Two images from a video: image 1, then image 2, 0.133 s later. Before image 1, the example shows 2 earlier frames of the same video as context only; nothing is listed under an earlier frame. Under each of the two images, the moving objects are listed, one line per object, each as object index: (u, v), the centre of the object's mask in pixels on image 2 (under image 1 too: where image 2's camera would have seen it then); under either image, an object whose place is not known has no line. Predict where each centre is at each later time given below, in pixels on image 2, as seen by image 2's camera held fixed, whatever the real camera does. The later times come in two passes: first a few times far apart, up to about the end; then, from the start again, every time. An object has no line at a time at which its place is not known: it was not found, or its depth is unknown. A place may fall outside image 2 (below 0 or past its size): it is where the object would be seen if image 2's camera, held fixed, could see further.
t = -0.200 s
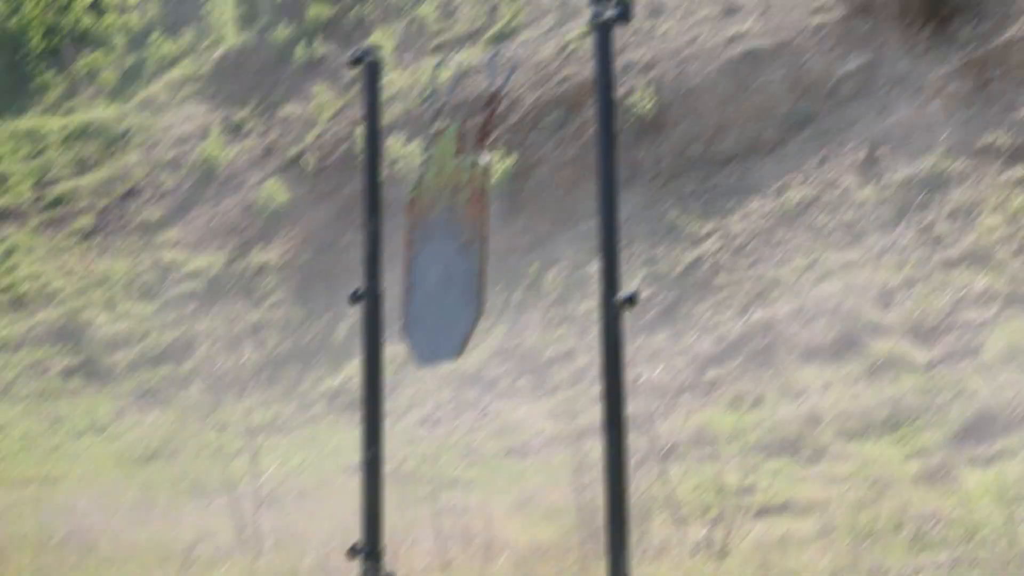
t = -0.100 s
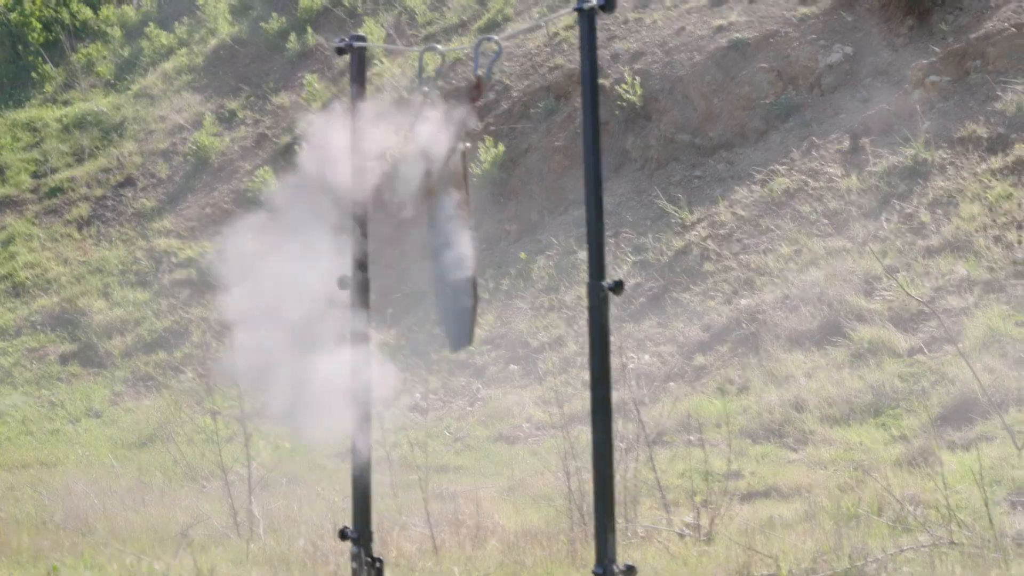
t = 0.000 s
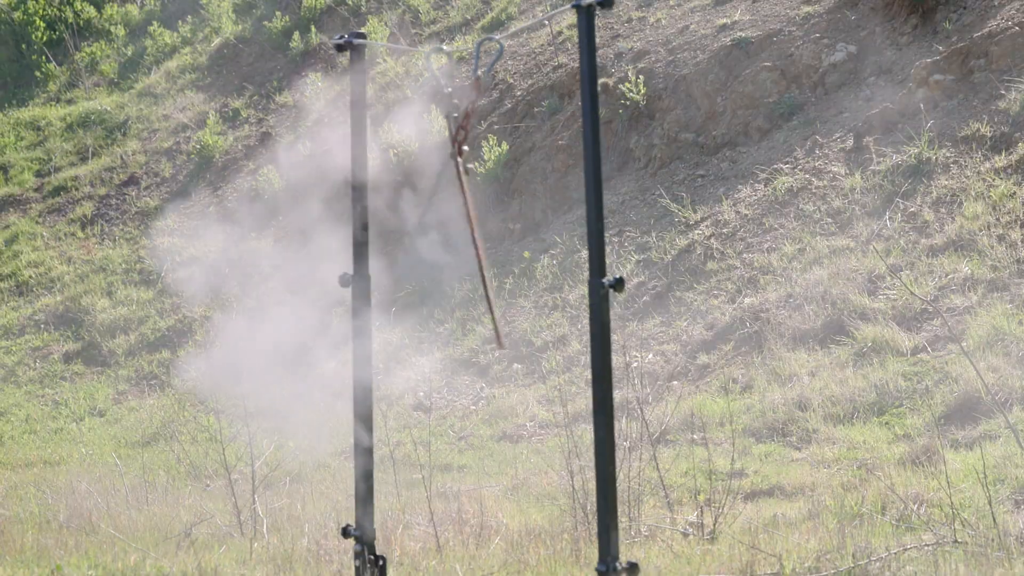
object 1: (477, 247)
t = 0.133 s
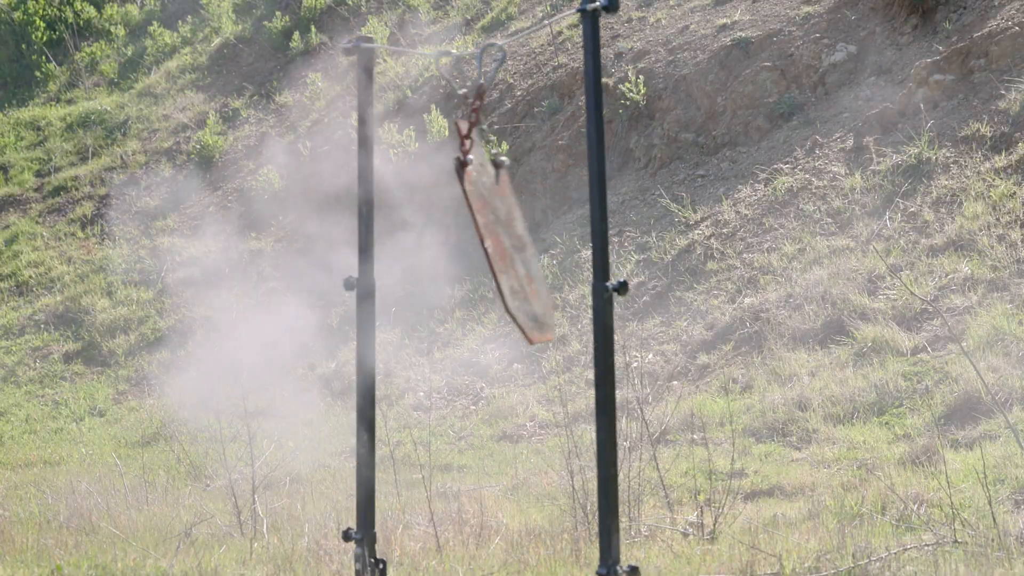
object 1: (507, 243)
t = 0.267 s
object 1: (529, 237)
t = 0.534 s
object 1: (576, 246)
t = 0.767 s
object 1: (585, 217)
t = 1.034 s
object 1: (588, 228)
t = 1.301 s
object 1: (562, 226)
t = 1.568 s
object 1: (542, 237)
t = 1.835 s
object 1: (502, 246)
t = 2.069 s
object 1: (467, 245)
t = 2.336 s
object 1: (427, 236)
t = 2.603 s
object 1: (404, 226)
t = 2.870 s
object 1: (392, 217)
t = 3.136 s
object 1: (392, 240)
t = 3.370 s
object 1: (401, 237)
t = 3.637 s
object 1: (410, 239)
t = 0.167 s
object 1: (510, 241)
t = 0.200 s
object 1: (518, 240)
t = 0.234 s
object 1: (526, 239)
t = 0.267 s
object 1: (529, 237)
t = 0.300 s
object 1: (537, 237)
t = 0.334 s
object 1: (545, 237)
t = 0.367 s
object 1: (549, 240)
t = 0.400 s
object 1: (555, 240)
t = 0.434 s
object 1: (561, 241)
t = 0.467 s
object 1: (564, 239)
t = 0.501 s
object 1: (571, 243)
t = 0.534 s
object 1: (576, 246)
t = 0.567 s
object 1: (579, 246)
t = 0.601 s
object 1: (584, 245)
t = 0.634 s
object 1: (587, 245)
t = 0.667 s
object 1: (588, 241)
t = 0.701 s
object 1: (584, 219)
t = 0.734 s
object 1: (585, 219)
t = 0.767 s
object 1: (585, 217)
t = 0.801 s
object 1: (584, 214)
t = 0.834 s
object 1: (582, 212)
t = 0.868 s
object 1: (582, 212)
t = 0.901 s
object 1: (580, 212)
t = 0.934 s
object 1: (578, 213)
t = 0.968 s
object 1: (577, 214)
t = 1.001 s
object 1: (589, 226)
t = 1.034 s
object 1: (588, 228)
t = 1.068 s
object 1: (589, 229)
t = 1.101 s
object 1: (586, 229)
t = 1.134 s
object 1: (585, 231)
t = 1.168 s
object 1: (583, 231)
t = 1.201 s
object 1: (566, 226)
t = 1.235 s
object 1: (565, 226)
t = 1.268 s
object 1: (564, 226)
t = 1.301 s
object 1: (562, 226)
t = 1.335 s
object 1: (559, 227)
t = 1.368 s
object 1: (558, 227)
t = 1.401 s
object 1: (555, 228)
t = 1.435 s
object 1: (553, 229)
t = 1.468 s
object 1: (551, 230)
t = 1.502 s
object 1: (548, 232)
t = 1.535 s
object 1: (544, 235)
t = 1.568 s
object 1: (542, 237)
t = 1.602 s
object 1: (538, 239)
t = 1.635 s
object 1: (532, 242)
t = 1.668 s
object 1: (530, 242)
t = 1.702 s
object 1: (524, 244)
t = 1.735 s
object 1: (519, 245)
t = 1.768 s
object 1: (515, 245)
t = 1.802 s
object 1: (509, 246)
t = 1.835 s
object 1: (502, 246)
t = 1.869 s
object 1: (499, 246)
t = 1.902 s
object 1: (493, 247)
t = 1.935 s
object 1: (486, 247)
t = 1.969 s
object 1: (483, 247)
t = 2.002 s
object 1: (476, 246)
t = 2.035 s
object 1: (470, 245)
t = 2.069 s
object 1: (467, 245)
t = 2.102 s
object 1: (460, 244)
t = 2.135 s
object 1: (454, 243)
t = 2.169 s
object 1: (451, 241)
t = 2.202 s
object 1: (445, 241)
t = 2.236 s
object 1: (440, 239)
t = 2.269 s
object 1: (437, 239)
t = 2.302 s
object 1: (432, 237)
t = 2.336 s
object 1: (427, 236)
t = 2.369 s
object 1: (425, 235)
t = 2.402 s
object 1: (421, 234)
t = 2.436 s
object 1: (417, 234)
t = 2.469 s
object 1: (415, 233)
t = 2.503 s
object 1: (411, 231)
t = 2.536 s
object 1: (408, 229)
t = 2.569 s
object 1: (406, 228)
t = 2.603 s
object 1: (404, 226)
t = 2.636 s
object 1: (401, 224)
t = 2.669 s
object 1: (400, 223)
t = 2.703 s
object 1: (395, 229)
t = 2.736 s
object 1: (393, 231)
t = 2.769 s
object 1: (399, 211)
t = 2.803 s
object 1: (393, 219)
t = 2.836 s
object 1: (393, 216)
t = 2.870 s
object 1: (392, 217)
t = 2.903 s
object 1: (391, 223)
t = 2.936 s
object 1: (390, 224)
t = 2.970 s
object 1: (390, 224)
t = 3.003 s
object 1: (390, 229)
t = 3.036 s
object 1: (390, 233)
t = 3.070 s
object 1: (391, 230)
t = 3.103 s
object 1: (390, 232)
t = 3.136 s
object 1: (392, 240)
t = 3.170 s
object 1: (392, 247)
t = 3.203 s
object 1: (394, 243)
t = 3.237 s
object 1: (395, 232)
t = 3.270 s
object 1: (397, 232)
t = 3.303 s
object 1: (398, 233)
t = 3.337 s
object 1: (400, 235)
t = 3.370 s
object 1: (401, 237)
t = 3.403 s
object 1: (403, 238)
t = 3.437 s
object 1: (405, 238)
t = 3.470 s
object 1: (405, 238)
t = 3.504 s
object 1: (406, 238)
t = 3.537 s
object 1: (408, 239)
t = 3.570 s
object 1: (409, 238)
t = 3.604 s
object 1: (409, 239)
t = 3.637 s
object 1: (410, 239)
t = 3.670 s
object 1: (411, 238)
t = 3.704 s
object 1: (411, 238)
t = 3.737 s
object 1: (412, 236)
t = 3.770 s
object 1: (413, 236)
